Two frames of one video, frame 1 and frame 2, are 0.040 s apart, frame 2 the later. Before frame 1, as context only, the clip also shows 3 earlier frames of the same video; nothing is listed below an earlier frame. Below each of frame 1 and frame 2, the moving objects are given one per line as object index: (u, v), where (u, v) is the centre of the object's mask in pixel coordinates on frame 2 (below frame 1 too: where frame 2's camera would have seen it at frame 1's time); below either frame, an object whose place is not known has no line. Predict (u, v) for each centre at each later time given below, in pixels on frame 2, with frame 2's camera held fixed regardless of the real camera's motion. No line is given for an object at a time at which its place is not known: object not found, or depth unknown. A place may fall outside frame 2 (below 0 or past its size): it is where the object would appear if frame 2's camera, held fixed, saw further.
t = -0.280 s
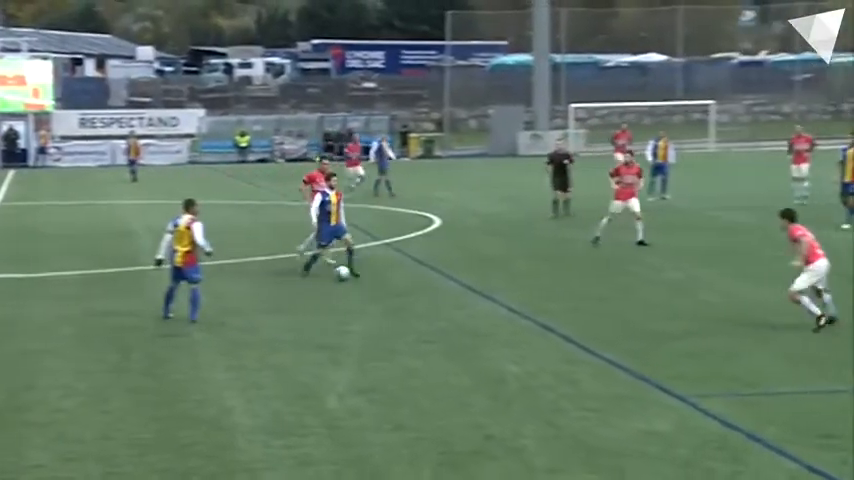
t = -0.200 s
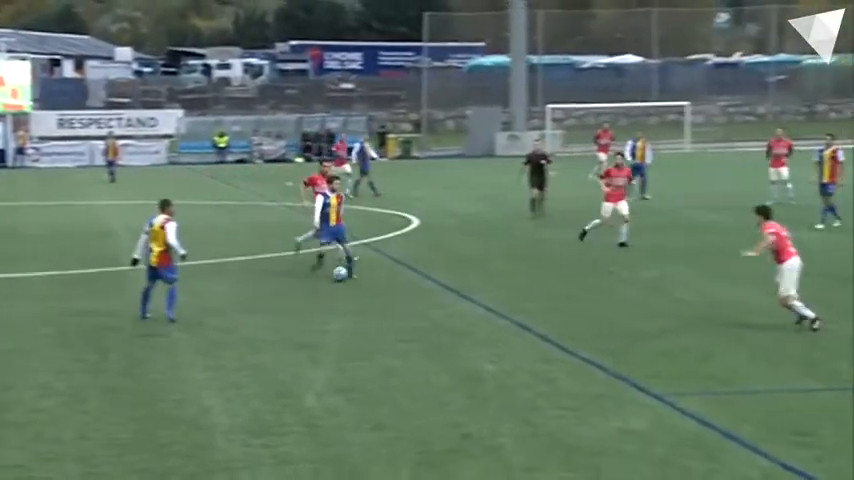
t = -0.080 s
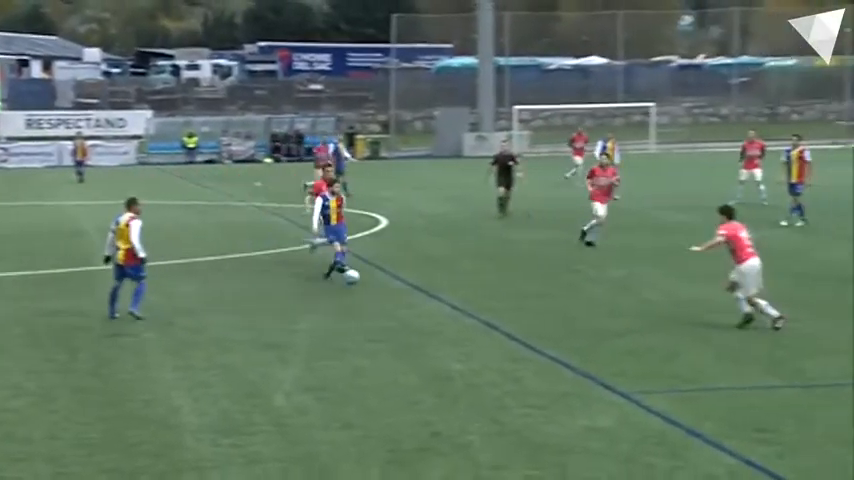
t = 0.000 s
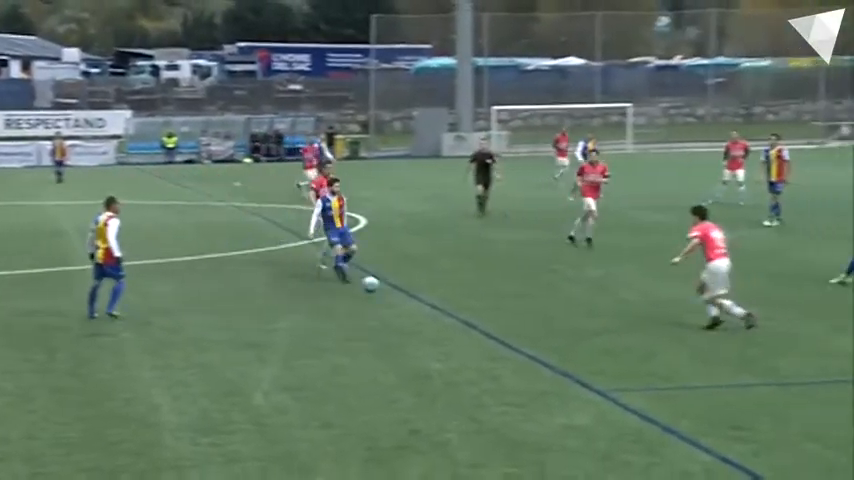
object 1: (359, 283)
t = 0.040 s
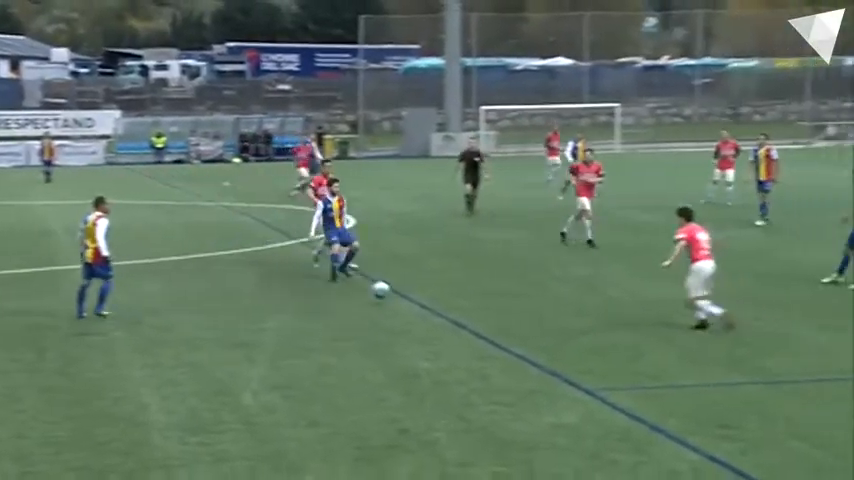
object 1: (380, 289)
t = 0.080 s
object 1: (403, 297)
